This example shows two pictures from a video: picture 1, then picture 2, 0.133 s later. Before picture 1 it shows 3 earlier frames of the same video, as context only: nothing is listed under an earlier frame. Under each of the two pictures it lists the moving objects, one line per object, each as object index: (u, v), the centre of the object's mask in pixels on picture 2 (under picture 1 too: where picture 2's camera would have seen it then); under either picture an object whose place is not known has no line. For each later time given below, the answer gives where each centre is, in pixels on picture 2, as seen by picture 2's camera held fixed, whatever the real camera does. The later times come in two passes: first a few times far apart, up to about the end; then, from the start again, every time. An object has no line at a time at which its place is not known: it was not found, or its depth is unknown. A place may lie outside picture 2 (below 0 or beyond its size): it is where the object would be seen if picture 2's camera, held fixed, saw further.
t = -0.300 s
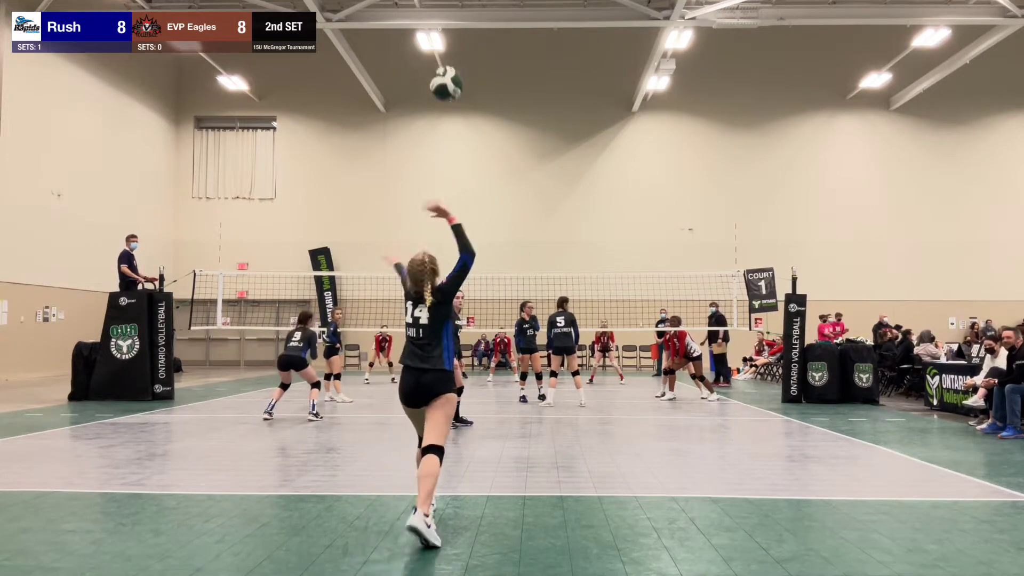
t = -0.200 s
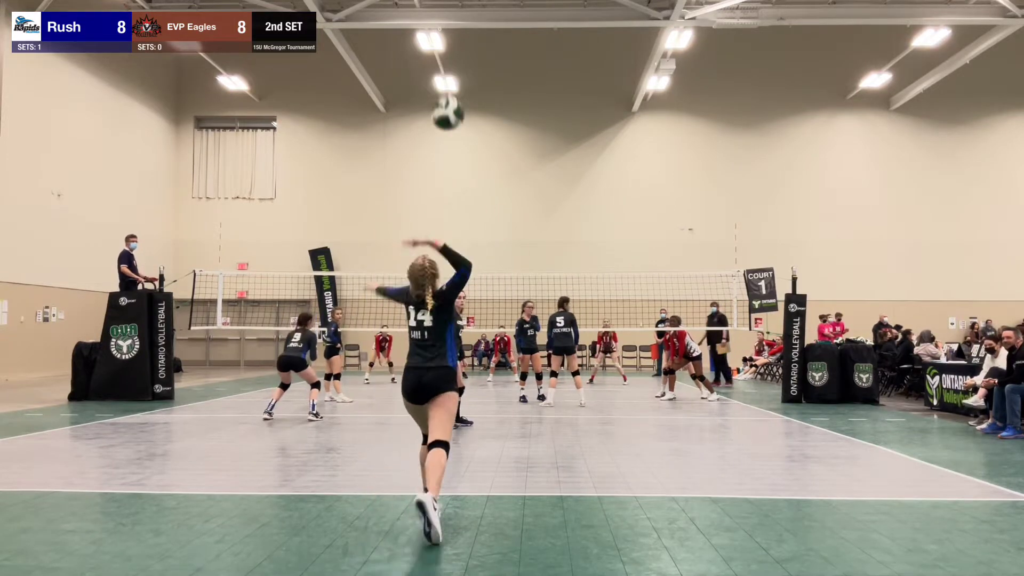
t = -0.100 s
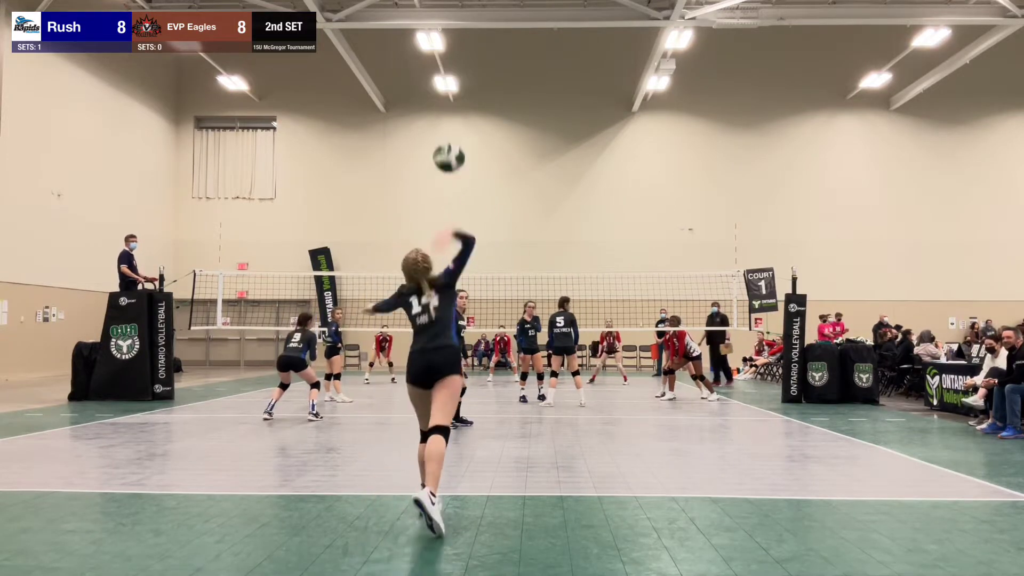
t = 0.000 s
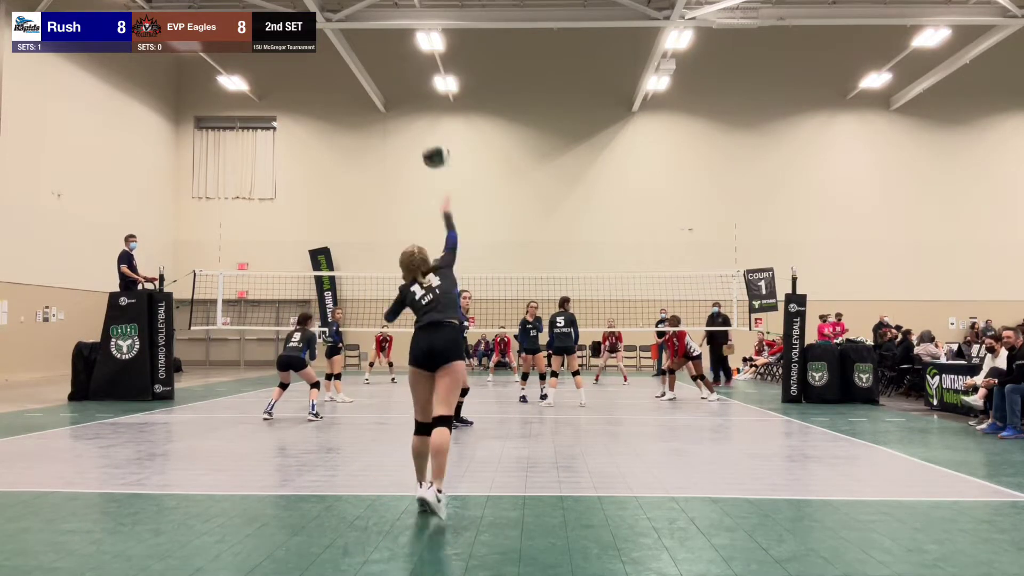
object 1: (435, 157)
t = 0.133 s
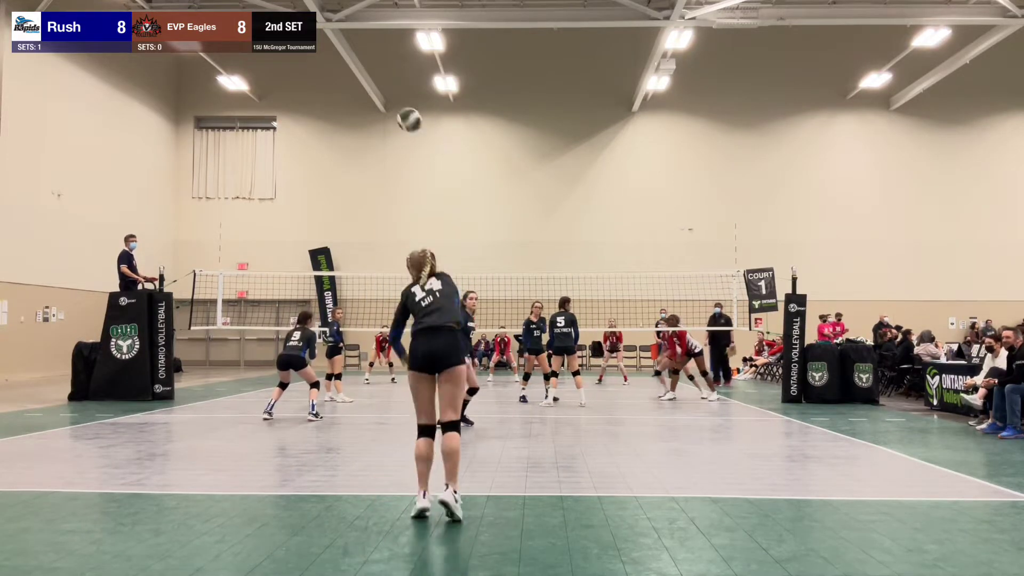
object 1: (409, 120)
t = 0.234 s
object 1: (395, 112)
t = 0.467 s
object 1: (371, 131)
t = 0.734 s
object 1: (353, 183)
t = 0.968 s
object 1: (341, 245)
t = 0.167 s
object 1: (404, 116)
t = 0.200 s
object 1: (399, 113)
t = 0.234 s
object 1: (395, 112)
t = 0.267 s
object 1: (391, 113)
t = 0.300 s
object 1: (388, 113)
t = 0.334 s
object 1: (384, 116)
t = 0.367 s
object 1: (381, 118)
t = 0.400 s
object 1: (377, 122)
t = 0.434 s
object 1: (374, 126)
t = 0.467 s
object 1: (371, 131)
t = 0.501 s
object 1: (369, 136)
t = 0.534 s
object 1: (367, 140)
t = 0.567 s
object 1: (364, 147)
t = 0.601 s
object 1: (361, 153)
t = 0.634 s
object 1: (359, 160)
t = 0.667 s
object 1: (357, 167)
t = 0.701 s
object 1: (355, 175)
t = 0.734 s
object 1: (353, 183)
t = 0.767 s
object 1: (351, 191)
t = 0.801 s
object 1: (349, 199)
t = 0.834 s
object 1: (347, 207)
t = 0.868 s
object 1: (345, 217)
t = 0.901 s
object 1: (344, 225)
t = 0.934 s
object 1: (342, 234)
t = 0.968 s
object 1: (341, 245)
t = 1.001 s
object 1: (339, 253)
